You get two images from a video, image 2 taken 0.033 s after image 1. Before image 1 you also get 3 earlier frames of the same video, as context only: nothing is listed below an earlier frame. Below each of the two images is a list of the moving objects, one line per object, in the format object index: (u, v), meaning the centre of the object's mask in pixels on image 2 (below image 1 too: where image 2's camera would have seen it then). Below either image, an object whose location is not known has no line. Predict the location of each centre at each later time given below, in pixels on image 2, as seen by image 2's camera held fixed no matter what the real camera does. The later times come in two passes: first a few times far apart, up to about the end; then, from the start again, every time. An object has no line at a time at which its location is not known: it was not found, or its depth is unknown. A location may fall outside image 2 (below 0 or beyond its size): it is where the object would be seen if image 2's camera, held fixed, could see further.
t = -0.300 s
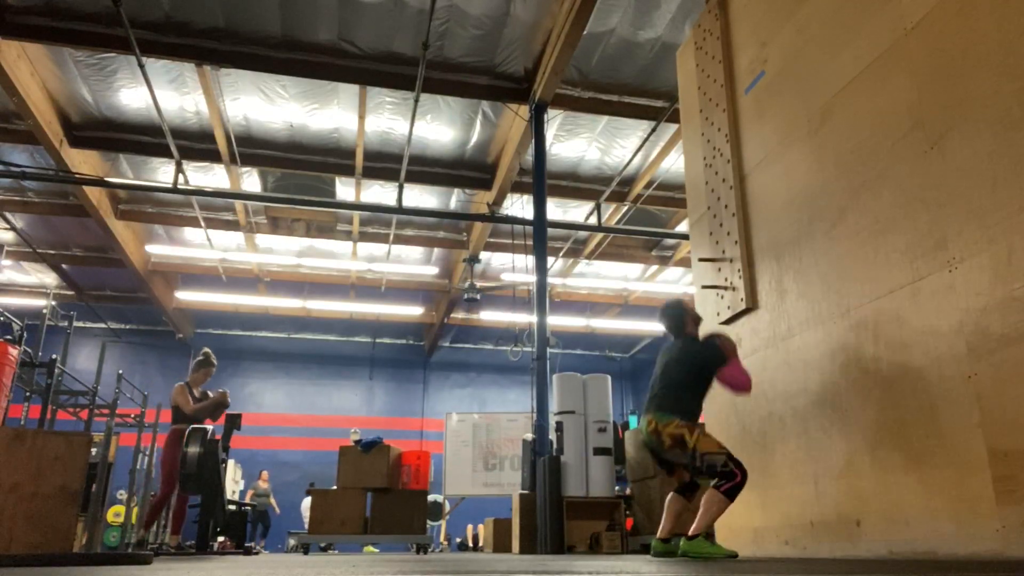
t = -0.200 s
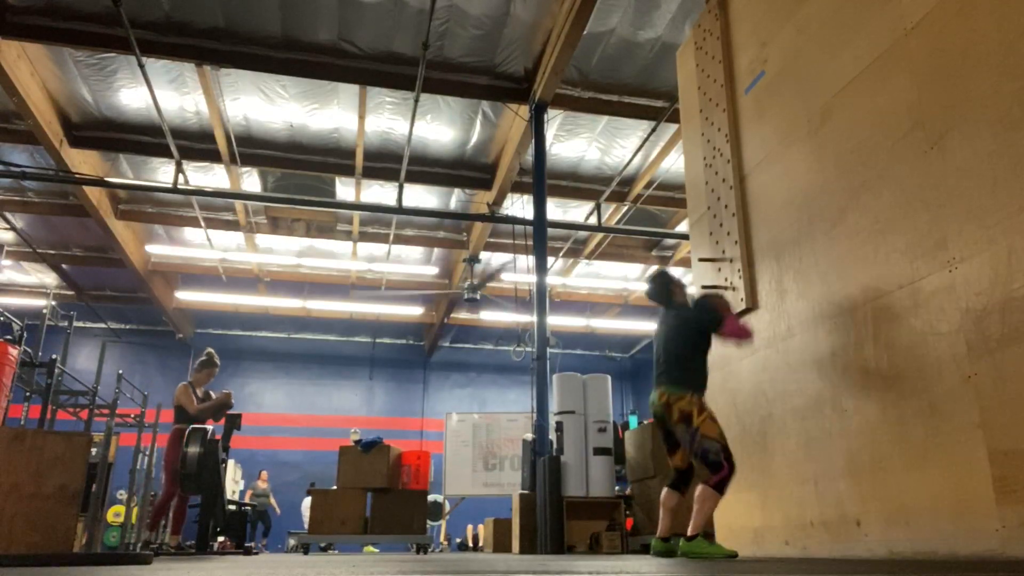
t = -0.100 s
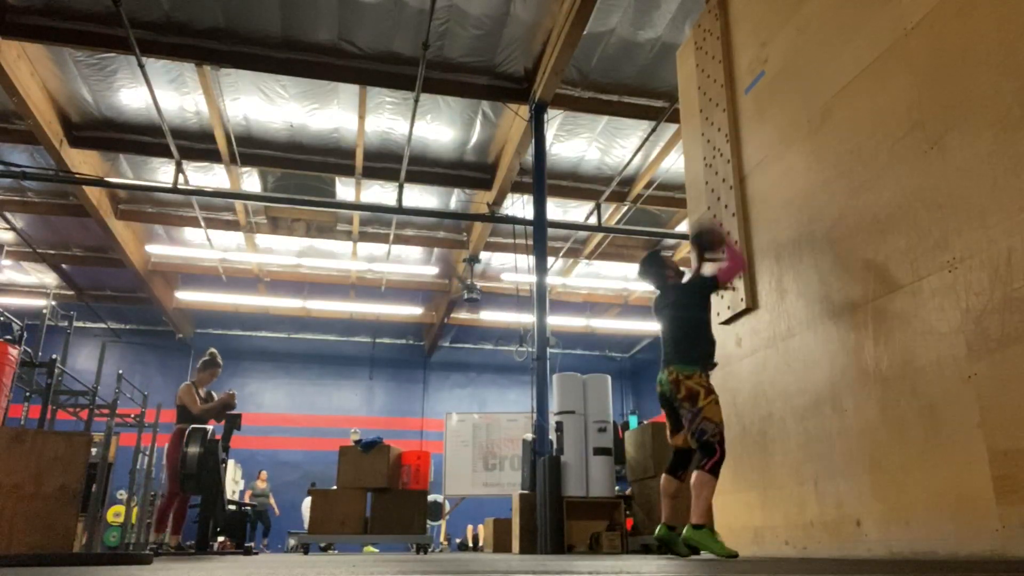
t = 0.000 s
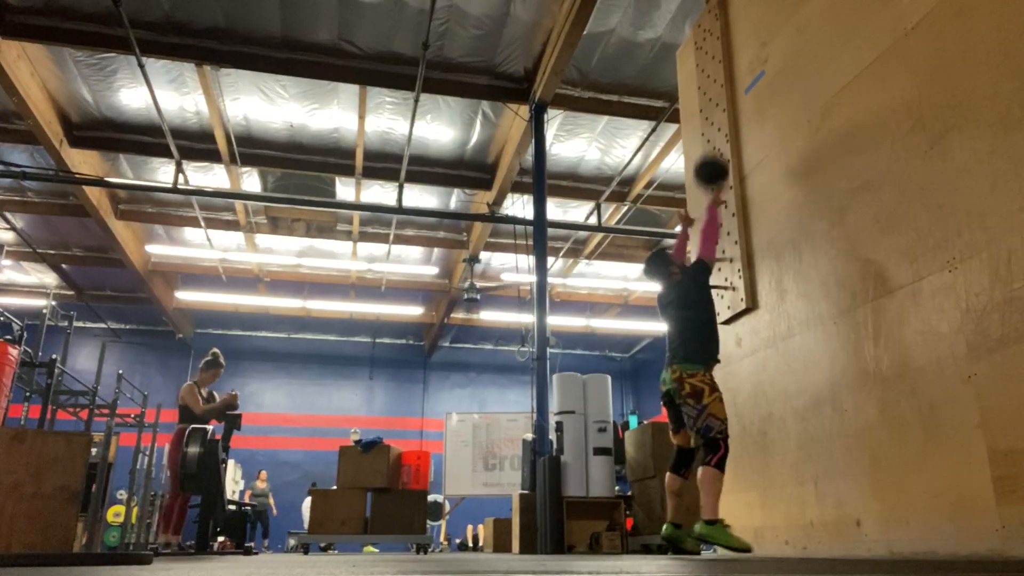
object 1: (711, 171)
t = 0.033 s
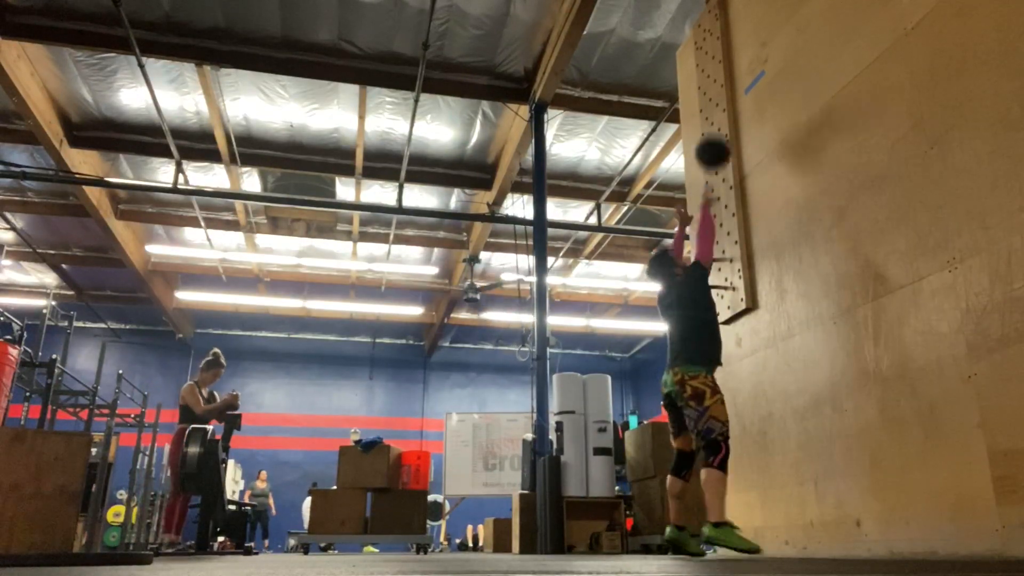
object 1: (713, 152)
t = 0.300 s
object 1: (729, 62)
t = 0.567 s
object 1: (729, 62)
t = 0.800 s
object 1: (723, 133)
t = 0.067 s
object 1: (714, 136)
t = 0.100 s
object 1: (716, 120)
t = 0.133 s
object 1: (718, 107)
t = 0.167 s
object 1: (720, 95)
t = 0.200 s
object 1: (722, 84)
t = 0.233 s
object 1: (725, 75)
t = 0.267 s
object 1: (727, 68)
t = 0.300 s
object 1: (729, 62)
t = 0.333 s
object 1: (732, 58)
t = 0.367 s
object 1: (736, 55)
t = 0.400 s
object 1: (737, 53)
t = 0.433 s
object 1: (736, 53)
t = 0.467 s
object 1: (734, 53)
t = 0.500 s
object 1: (732, 55)
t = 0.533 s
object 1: (731, 58)
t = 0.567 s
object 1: (729, 62)
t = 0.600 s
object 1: (728, 68)
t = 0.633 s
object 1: (727, 75)
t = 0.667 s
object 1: (726, 83)
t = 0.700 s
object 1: (726, 94)
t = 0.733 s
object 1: (725, 105)
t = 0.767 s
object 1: (724, 118)
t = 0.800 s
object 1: (723, 133)
